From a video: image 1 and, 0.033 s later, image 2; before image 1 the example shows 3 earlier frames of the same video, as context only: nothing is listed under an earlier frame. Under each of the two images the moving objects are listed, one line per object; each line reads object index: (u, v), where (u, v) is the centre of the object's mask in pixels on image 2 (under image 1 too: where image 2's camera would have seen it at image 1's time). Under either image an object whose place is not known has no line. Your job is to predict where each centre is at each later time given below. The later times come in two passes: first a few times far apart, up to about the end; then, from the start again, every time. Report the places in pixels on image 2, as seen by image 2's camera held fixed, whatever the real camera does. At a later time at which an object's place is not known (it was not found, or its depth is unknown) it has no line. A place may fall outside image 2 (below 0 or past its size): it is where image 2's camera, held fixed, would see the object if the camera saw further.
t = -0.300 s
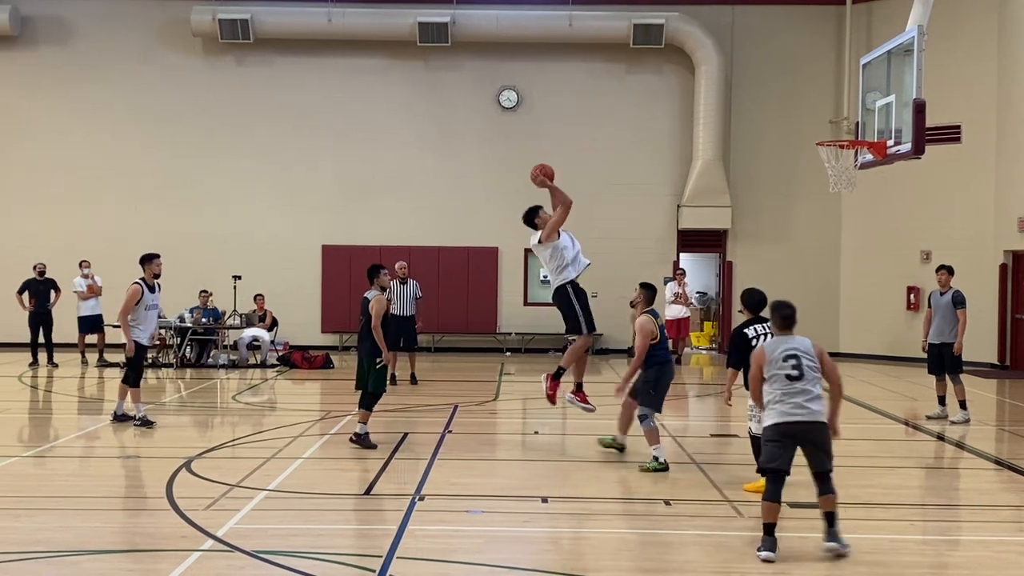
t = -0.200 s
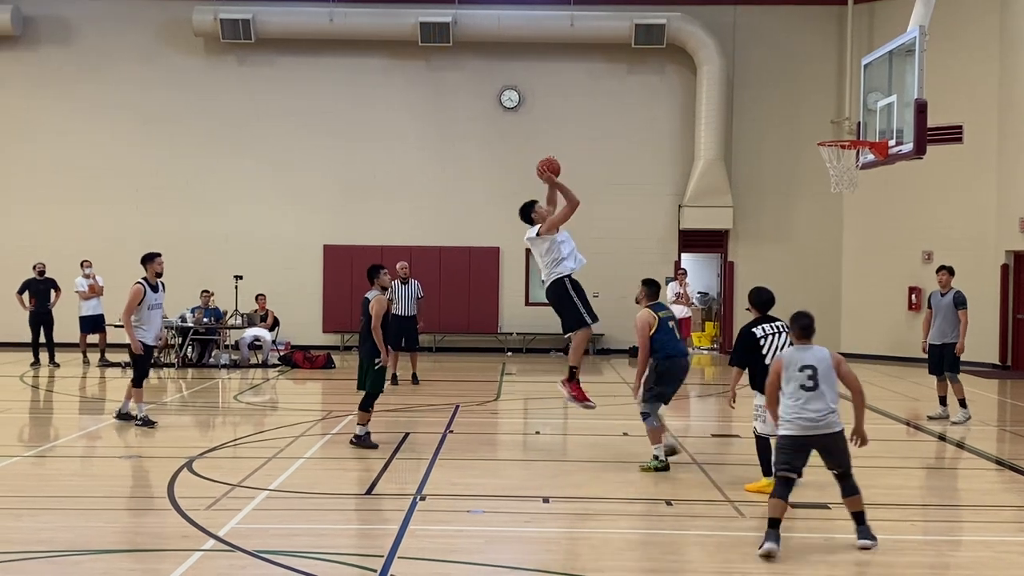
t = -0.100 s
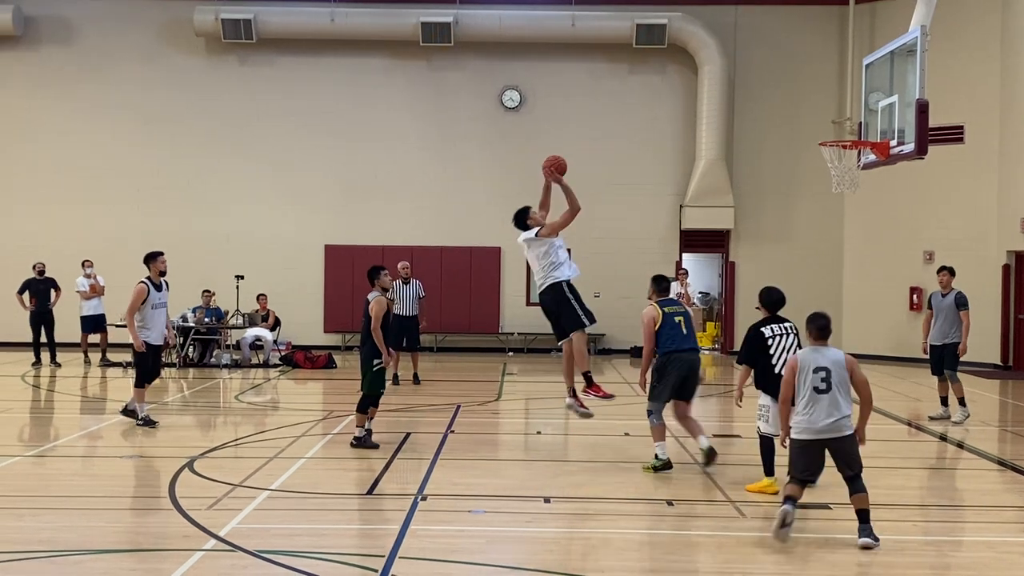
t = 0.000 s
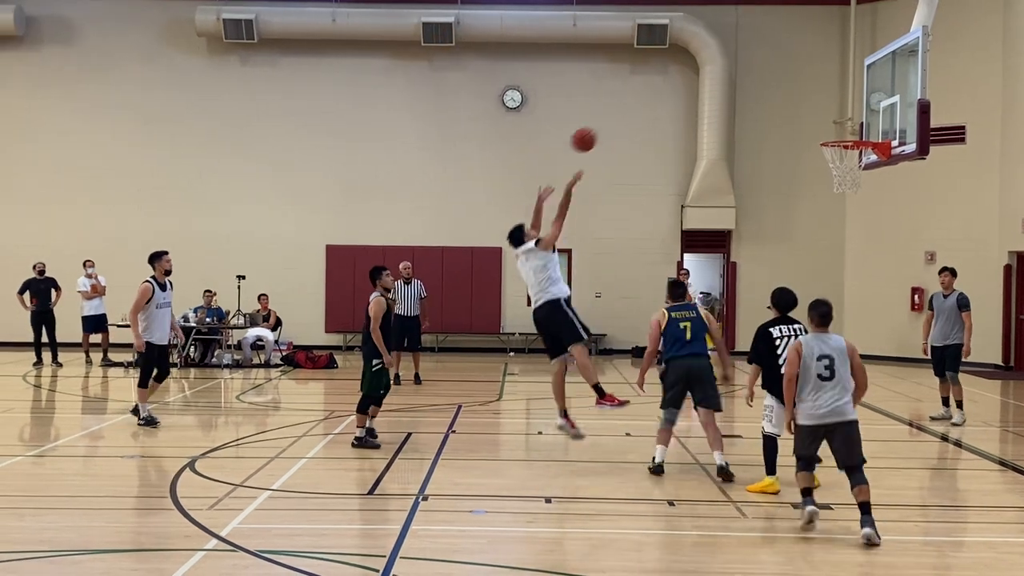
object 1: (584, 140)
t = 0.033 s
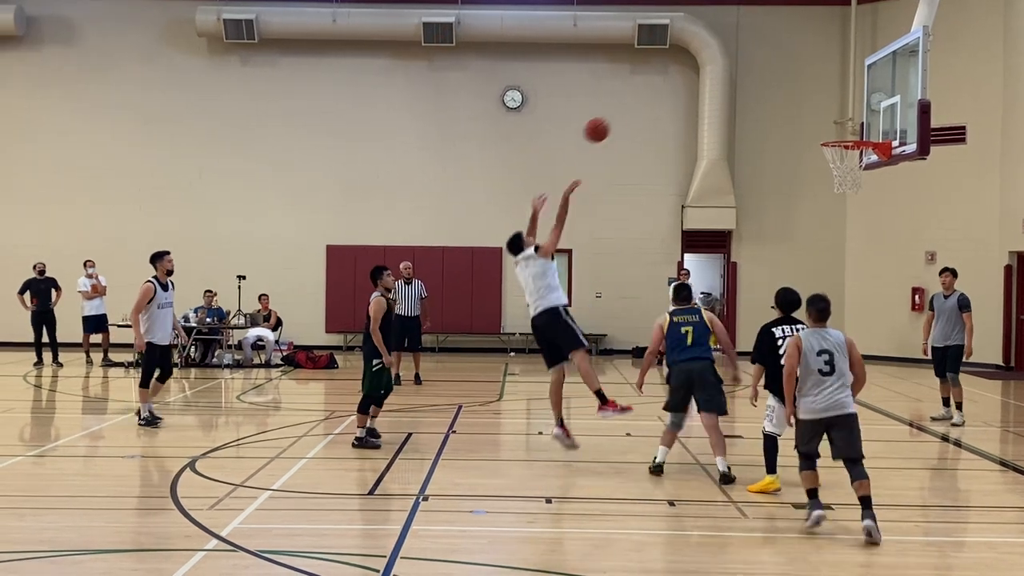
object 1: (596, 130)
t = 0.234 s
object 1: (671, 95)
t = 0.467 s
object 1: (759, 105)
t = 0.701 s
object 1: (778, 138)
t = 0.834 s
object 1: (727, 150)
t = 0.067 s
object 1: (609, 121)
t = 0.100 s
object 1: (621, 114)
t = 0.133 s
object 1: (634, 107)
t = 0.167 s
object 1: (646, 102)
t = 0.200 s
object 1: (659, 98)
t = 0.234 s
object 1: (671, 95)
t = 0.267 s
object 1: (684, 93)
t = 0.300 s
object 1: (696, 92)
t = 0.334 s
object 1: (709, 92)
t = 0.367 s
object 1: (722, 93)
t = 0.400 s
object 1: (734, 97)
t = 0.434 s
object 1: (746, 100)
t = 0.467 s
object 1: (759, 105)
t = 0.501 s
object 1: (771, 111)
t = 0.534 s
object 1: (784, 117)
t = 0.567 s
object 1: (796, 126)
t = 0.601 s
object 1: (807, 135)
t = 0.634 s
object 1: (804, 139)
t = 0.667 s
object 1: (791, 138)
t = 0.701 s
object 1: (778, 138)
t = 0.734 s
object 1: (765, 139)
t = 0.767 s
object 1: (753, 141)
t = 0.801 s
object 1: (740, 145)
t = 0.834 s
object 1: (727, 150)
